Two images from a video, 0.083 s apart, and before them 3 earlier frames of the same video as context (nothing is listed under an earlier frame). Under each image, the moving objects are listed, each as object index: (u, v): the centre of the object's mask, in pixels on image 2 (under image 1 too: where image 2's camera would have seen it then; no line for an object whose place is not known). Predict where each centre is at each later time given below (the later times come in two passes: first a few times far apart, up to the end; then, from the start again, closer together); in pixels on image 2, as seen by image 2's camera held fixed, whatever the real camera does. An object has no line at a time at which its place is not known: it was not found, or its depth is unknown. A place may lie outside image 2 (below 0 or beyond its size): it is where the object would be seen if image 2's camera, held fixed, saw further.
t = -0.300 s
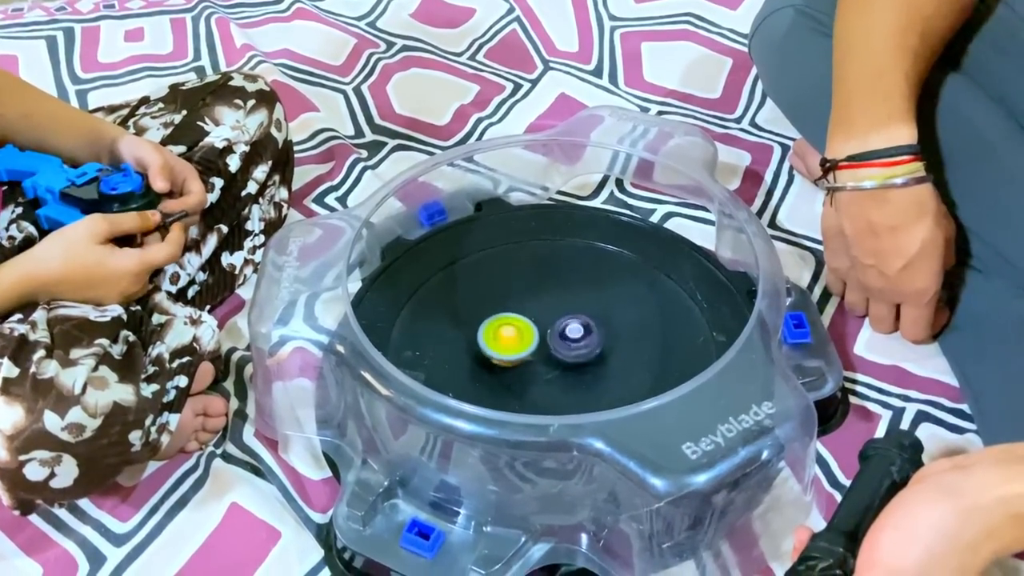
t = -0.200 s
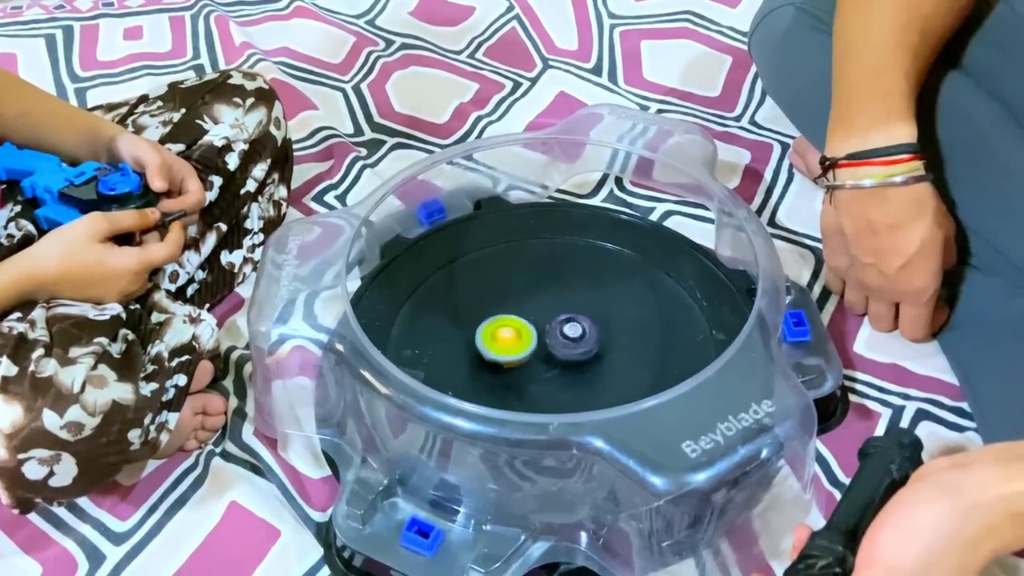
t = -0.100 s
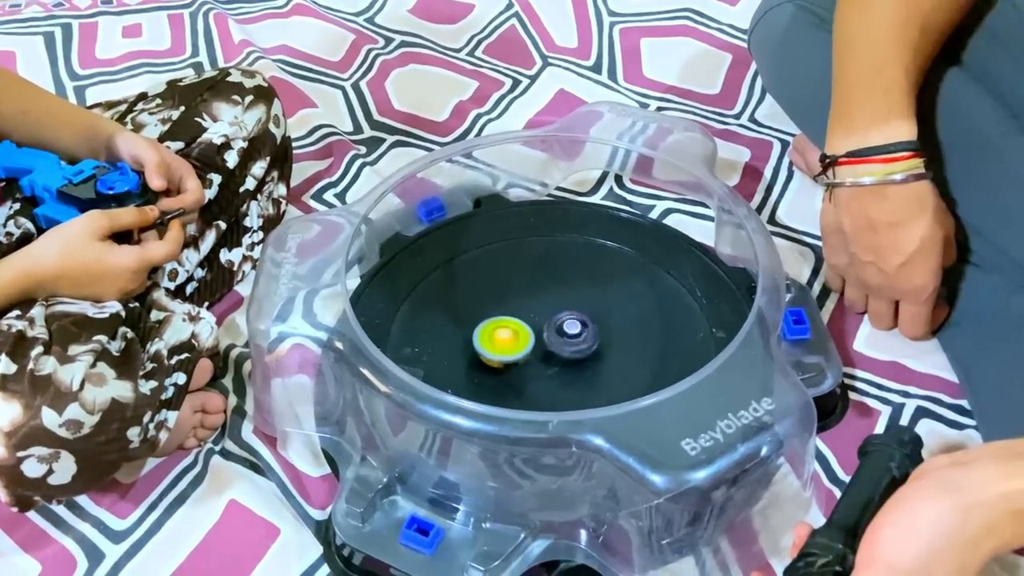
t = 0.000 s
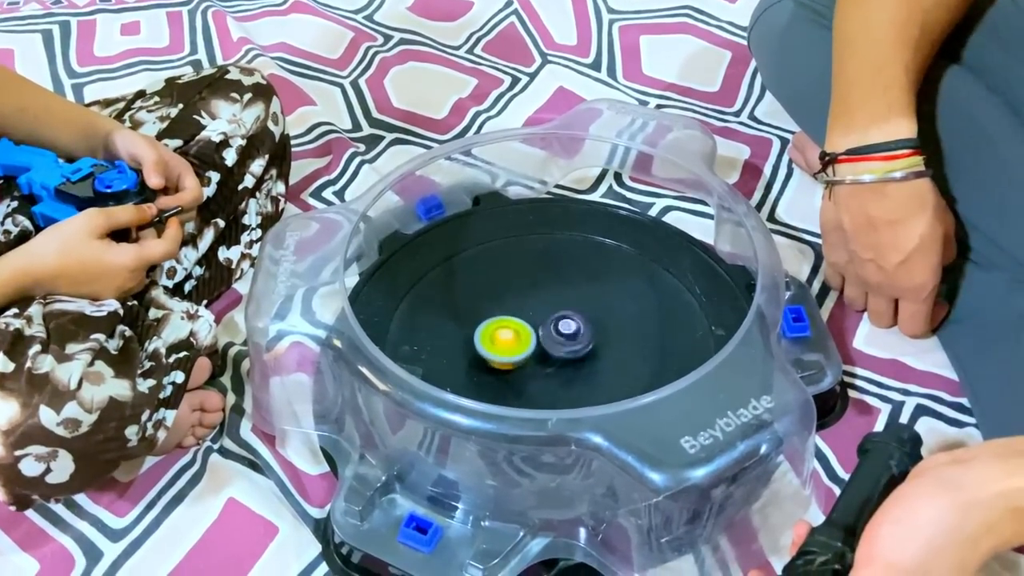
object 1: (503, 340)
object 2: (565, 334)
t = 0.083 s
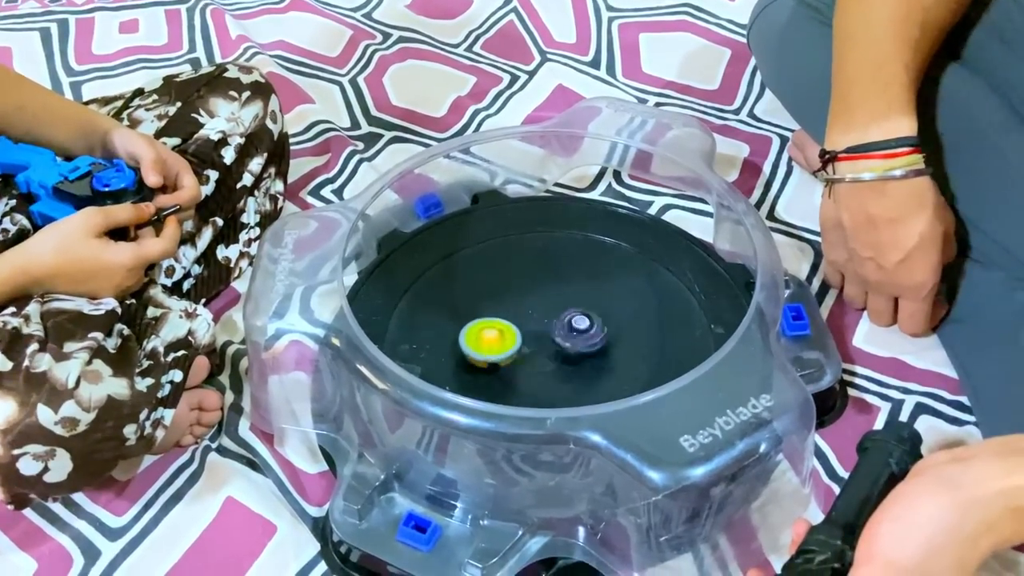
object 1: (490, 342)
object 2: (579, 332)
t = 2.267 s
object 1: (541, 377)
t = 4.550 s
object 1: (607, 360)
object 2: (542, 326)
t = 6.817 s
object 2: (549, 327)
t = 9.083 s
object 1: (595, 287)
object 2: (530, 323)
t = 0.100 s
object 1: (489, 341)
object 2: (580, 332)
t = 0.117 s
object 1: (489, 341)
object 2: (581, 331)
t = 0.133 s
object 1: (490, 342)
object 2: (580, 332)
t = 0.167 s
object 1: (491, 342)
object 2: (581, 333)
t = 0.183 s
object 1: (492, 343)
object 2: (582, 333)
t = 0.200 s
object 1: (492, 343)
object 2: (582, 334)
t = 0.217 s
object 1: (493, 343)
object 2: (583, 334)
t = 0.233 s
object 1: (493, 344)
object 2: (583, 335)
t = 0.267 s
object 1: (494, 344)
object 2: (583, 335)
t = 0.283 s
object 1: (495, 344)
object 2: (583, 336)
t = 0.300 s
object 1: (495, 344)
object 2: (583, 336)
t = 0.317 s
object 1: (497, 344)
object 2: (584, 336)
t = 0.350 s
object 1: (498, 344)
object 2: (584, 336)
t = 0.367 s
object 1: (499, 345)
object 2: (583, 337)
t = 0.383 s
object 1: (500, 345)
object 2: (583, 337)
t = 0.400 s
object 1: (501, 345)
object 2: (583, 337)
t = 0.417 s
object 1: (502, 345)
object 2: (583, 337)
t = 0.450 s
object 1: (504, 345)
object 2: (582, 338)
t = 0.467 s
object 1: (505, 345)
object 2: (582, 338)
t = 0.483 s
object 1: (506, 345)
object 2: (582, 338)
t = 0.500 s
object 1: (507, 345)
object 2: (582, 338)
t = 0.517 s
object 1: (508, 345)
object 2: (581, 338)
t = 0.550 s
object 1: (511, 346)
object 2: (581, 338)
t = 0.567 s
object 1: (512, 346)
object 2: (581, 339)
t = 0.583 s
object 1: (513, 346)
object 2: (580, 338)
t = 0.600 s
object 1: (514, 346)
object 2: (580, 338)
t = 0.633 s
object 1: (517, 347)
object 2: (579, 339)
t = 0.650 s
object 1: (518, 347)
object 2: (578, 339)
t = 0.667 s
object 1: (519, 347)
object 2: (579, 339)
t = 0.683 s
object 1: (521, 347)
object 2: (578, 339)
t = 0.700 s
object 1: (518, 348)
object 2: (579, 339)
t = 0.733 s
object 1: (514, 349)
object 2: (580, 339)
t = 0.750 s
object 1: (513, 349)
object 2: (581, 338)
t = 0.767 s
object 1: (511, 348)
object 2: (580, 338)
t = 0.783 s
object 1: (511, 348)
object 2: (579, 338)
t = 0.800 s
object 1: (511, 347)
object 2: (578, 338)
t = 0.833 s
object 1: (513, 347)
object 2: (577, 338)
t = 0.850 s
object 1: (513, 347)
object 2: (577, 338)
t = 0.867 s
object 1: (514, 348)
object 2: (576, 338)
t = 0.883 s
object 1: (515, 349)
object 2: (576, 338)
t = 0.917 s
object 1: (516, 349)
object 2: (574, 338)
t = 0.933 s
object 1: (516, 351)
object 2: (575, 338)
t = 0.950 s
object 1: (512, 353)
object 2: (575, 337)
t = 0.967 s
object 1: (511, 354)
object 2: (575, 337)
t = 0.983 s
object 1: (510, 356)
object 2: (575, 336)
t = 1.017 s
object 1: (509, 358)
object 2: (574, 336)
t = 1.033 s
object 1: (509, 359)
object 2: (573, 336)
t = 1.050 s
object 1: (509, 359)
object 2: (573, 336)
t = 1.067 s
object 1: (510, 359)
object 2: (573, 336)
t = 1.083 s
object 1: (510, 359)
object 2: (572, 335)
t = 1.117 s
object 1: (511, 360)
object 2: (571, 336)
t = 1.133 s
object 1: (512, 360)
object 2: (570, 336)
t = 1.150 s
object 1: (512, 361)
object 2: (569, 337)
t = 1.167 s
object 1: (513, 361)
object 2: (568, 337)
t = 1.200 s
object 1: (514, 361)
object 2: (567, 337)
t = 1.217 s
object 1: (515, 361)
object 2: (566, 337)
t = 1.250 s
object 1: (515, 362)
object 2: (566, 337)
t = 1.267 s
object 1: (515, 361)
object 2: (565, 338)
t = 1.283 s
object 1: (514, 363)
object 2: (566, 336)
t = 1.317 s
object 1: (508, 366)
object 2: (571, 332)
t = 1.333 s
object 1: (507, 367)
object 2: (573, 330)
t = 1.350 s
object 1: (506, 367)
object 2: (573, 329)
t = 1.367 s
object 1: (507, 366)
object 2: (573, 329)
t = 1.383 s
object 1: (507, 367)
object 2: (573, 328)
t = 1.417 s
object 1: (509, 366)
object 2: (573, 329)
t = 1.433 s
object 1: (509, 367)
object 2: (573, 329)
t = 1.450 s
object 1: (509, 367)
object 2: (572, 329)
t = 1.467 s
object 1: (510, 366)
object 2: (573, 329)
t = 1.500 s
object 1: (511, 366)
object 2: (572, 329)
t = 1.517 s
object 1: (511, 366)
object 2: (572, 330)
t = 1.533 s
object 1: (512, 366)
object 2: (572, 329)
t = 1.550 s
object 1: (513, 365)
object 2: (572, 330)
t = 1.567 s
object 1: (514, 365)
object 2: (572, 330)
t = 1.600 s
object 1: (516, 365)
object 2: (571, 330)
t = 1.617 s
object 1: (517, 364)
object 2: (571, 330)
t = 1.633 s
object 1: (518, 365)
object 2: (570, 330)
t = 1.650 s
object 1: (519, 364)
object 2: (570, 330)
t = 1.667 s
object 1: (520, 364)
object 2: (570, 330)
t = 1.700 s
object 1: (523, 363)
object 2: (570, 331)
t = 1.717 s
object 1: (524, 363)
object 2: (570, 330)
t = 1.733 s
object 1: (525, 363)
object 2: (570, 331)
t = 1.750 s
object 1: (527, 363)
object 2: (570, 331)
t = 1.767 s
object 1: (528, 363)
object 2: (569, 331)
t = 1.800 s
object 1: (530, 363)
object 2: (570, 330)
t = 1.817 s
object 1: (531, 363)
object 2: (570, 330)
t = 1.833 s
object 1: (533, 363)
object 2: (570, 330)
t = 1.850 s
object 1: (533, 363)
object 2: (570, 330)
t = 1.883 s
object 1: (534, 364)
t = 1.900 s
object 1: (535, 364)
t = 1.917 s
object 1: (535, 365)
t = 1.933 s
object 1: (536, 366)
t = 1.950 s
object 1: (537, 367)
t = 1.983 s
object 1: (538, 368)
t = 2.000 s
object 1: (539, 369)
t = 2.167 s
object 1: (542, 374)
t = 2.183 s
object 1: (541, 375)
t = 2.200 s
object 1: (541, 376)
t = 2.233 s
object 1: (541, 377)
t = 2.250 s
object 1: (541, 377)
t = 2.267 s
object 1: (541, 377)
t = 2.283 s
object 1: (541, 378)
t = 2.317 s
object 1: (541, 378)
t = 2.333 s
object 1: (541, 378)
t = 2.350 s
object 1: (541, 378)
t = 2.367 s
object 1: (542, 378)
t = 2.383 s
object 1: (542, 378)
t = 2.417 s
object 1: (542, 378)
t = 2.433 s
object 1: (542, 378)
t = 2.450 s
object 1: (542, 378)
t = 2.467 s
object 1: (542, 378)
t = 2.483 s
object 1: (542, 378)
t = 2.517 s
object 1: (543, 377)
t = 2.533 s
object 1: (543, 377)
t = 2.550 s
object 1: (543, 376)
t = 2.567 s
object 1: (543, 375)
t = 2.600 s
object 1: (544, 374)
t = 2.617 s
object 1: (545, 374)
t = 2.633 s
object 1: (546, 373)
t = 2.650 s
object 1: (546, 373)
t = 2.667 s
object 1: (547, 372)
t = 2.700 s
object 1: (548, 374)
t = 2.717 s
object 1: (548, 374)
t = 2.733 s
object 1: (548, 374)
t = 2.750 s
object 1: (548, 373)
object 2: (561, 327)
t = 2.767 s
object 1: (549, 372)
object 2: (561, 327)
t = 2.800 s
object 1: (551, 372)
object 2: (561, 327)
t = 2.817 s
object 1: (552, 371)
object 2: (561, 326)
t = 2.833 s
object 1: (553, 371)
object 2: (561, 326)
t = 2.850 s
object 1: (554, 371)
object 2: (561, 326)
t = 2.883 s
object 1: (556, 370)
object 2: (560, 326)
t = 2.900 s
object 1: (557, 370)
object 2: (560, 326)
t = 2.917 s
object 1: (558, 369)
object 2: (560, 326)
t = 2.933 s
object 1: (560, 369)
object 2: (560, 325)
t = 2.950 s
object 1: (561, 370)
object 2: (559, 325)
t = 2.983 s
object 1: (562, 371)
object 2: (558, 326)
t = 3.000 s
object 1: (563, 371)
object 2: (558, 326)
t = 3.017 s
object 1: (563, 371)
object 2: (558, 326)
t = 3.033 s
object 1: (565, 370)
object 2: (558, 326)
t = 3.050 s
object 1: (566, 370)
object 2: (558, 326)
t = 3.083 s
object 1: (567, 370)
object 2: (557, 326)
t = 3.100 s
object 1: (568, 370)
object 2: (557, 326)
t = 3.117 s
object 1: (569, 370)
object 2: (557, 326)
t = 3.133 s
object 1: (570, 370)
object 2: (557, 326)
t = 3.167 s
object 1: (571, 372)
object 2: (557, 327)
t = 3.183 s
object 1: (572, 372)
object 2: (557, 327)
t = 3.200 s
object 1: (572, 372)
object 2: (557, 327)
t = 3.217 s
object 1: (573, 372)
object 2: (557, 327)
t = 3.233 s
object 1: (574, 372)
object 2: (557, 327)
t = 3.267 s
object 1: (575, 372)
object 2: (556, 328)
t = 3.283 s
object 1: (575, 372)
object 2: (556, 327)
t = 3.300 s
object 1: (575, 372)
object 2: (556, 327)
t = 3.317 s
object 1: (576, 372)
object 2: (556, 328)
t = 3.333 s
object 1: (576, 372)
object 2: (556, 328)
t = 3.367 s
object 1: (576, 372)
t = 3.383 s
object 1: (576, 372)
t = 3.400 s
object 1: (577, 372)
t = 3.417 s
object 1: (577, 372)
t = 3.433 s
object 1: (577, 372)
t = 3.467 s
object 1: (578, 372)
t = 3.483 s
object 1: (579, 372)
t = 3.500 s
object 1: (579, 371)
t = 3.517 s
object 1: (579, 371)
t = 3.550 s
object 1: (579, 371)
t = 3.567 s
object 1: (580, 371)
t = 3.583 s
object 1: (581, 372)
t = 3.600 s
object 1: (580, 373)
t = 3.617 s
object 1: (580, 373)
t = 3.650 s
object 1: (579, 372)
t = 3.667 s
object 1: (580, 371)
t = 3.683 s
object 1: (580, 371)
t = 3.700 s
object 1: (580, 371)
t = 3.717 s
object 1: (580, 371)
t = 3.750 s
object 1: (580, 370)
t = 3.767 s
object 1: (581, 369)
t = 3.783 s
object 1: (582, 369)
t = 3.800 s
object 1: (582, 369)
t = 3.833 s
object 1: (582, 367)
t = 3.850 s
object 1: (582, 366)
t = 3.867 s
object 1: (583, 366)
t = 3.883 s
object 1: (583, 366)
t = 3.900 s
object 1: (583, 365)
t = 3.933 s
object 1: (584, 364)
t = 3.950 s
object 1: (585, 364)
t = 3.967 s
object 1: (585, 363)
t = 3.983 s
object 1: (586, 363)
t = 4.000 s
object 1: (586, 363)
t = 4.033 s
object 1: (588, 362)
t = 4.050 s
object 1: (588, 362)
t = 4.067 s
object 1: (589, 361)
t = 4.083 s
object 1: (590, 361)
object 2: (549, 328)
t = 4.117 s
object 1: (592, 361)
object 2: (548, 329)
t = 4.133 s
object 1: (593, 361)
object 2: (548, 329)
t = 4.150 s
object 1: (593, 361)
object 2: (548, 329)
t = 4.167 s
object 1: (593, 360)
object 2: (548, 329)
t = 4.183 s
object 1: (594, 360)
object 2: (548, 330)
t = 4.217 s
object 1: (595, 359)
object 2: (549, 329)
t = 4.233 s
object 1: (595, 358)
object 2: (549, 330)
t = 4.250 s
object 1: (596, 358)
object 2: (549, 330)
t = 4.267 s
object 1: (596, 359)
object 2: (549, 330)
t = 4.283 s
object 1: (597, 358)
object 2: (549, 330)
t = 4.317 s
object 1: (598, 358)
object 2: (549, 330)
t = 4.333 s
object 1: (598, 358)
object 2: (549, 330)
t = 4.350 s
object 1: (598, 358)
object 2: (549, 330)
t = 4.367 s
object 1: (599, 357)
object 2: (549, 330)
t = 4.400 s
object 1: (600, 358)
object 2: (549, 331)
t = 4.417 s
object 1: (604, 359)
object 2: (547, 330)
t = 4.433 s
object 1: (606, 360)
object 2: (544, 328)
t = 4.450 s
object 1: (606, 361)
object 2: (543, 328)
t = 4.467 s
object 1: (606, 361)
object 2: (543, 327)
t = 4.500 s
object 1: (606, 361)
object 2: (542, 327)
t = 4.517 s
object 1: (606, 361)
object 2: (542, 326)
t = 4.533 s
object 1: (606, 361)
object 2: (542, 326)
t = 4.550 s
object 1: (607, 360)
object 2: (542, 326)
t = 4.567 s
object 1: (607, 360)
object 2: (541, 325)
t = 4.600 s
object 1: (607, 360)
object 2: (540, 325)
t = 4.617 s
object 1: (607, 359)
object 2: (539, 326)
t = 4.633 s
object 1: (607, 359)
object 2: (540, 325)
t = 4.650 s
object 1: (607, 360)
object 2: (539, 326)
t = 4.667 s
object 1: (606, 359)
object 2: (540, 325)
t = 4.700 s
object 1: (606, 359)
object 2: (539, 324)
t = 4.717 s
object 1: (605, 359)
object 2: (539, 325)
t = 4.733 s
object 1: (605, 359)
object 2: (539, 325)
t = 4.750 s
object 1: (605, 359)
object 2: (539, 324)
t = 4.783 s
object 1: (605, 357)
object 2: (539, 324)
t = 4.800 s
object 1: (604, 357)
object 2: (540, 324)
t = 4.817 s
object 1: (604, 357)
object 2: (540, 324)
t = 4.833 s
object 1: (603, 356)
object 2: (539, 324)
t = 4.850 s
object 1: (603, 356)
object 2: (539, 324)
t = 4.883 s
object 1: (602, 354)
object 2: (539, 325)
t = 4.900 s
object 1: (601, 354)
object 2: (539, 325)
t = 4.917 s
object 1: (601, 354)
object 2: (539, 325)
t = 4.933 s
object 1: (601, 353)
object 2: (540, 325)
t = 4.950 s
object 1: (601, 352)
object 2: (541, 326)
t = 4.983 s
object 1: (601, 351)
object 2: (542, 326)
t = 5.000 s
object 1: (600, 350)
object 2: (542, 326)
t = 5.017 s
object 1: (600, 349)
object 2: (543, 326)
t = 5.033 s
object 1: (600, 348)
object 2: (543, 327)
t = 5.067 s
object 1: (600, 346)
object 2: (544, 327)
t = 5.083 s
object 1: (599, 346)
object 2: (544, 328)
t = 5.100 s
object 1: (599, 345)
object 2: (544, 327)
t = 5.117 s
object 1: (599, 344)
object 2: (545, 328)
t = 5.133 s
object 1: (599, 344)
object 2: (545, 328)
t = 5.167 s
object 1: (600, 342)
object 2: (546, 328)
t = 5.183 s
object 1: (600, 341)
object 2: (546, 328)
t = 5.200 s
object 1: (601, 340)
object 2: (546, 329)
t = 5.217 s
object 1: (601, 340)
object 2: (547, 329)
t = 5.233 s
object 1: (602, 340)
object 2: (547, 329)
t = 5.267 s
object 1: (605, 341)
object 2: (547, 329)
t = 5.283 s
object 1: (606, 341)
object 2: (548, 329)
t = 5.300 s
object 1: (606, 341)
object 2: (547, 329)
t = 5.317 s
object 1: (605, 341)
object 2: (547, 329)
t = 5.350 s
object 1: (610, 341)
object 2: (545, 327)
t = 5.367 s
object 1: (611, 341)
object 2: (544, 327)
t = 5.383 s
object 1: (612, 341)
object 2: (544, 327)
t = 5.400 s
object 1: (612, 341)
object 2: (544, 327)
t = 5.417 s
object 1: (612, 341)
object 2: (544, 327)
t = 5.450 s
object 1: (613, 340)
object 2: (544, 326)
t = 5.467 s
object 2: (544, 326)
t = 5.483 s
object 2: (544, 326)
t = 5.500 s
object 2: (543, 326)
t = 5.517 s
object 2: (543, 325)
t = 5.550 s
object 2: (543, 326)
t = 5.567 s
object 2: (543, 326)
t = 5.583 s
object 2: (543, 326)
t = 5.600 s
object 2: (543, 326)
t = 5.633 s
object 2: (543, 326)
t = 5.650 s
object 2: (543, 326)
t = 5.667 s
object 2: (544, 326)
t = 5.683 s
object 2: (543, 327)
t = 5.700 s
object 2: (544, 326)
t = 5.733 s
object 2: (543, 327)
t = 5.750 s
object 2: (544, 326)
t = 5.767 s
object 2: (545, 326)
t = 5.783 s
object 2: (545, 326)
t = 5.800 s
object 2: (545, 326)
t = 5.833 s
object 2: (545, 327)
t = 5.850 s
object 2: (545, 326)
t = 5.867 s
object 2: (546, 327)
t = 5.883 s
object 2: (546, 327)
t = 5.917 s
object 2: (542, 327)
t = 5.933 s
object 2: (539, 325)
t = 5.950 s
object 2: (536, 325)
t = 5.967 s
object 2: (535, 325)
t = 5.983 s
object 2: (534, 325)
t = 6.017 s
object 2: (534, 324)
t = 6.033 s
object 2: (534, 324)
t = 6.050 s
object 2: (534, 324)
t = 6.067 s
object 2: (534, 324)
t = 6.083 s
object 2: (533, 323)
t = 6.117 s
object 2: (533, 323)
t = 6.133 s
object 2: (533, 323)
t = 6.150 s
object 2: (533, 323)
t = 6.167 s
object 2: (533, 323)
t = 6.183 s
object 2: (534, 323)
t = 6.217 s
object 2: (533, 324)
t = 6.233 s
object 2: (533, 323)
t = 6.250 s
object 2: (533, 323)
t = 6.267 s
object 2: (534, 324)
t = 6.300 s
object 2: (535, 324)
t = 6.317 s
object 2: (535, 325)
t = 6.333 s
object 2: (535, 325)
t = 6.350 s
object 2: (535, 325)
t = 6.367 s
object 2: (536, 326)
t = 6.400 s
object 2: (538, 326)
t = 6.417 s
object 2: (539, 326)
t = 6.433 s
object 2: (539, 326)
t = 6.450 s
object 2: (539, 327)
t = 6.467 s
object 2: (540, 327)
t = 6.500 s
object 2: (542, 327)
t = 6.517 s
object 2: (543, 327)
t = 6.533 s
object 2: (544, 327)
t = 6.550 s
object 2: (544, 327)
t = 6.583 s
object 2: (546, 327)
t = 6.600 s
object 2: (546, 328)
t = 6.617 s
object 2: (547, 328)
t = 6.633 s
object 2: (549, 328)
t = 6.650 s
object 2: (550, 328)
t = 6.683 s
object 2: (550, 328)
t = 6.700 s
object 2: (551, 328)
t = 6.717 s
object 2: (551, 328)
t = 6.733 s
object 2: (549, 328)
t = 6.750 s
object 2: (548, 328)
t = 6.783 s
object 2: (548, 328)
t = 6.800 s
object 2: (548, 328)
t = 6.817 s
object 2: (549, 327)
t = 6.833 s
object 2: (549, 327)
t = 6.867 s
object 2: (549, 327)
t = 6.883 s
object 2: (550, 326)
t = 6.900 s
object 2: (549, 326)
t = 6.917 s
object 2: (548, 326)
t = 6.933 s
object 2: (549, 325)
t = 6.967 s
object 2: (547, 325)
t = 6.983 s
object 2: (547, 325)
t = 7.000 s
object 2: (547, 325)
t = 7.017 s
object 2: (546, 325)
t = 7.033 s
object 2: (545, 325)
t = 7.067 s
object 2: (546, 324)
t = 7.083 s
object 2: (545, 325)
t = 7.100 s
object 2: (545, 325)
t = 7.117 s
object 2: (545, 325)
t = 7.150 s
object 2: (544, 325)
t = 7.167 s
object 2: (544, 325)
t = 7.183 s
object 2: (543, 325)
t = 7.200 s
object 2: (543, 325)
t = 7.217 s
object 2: (544, 326)
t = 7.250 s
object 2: (543, 325)
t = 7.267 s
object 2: (543, 326)
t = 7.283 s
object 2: (543, 326)
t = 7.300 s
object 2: (543, 326)
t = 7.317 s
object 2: (543, 326)
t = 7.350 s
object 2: (543, 326)
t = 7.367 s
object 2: (542, 327)
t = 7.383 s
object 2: (542, 327)
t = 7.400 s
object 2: (542, 328)
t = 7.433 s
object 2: (542, 328)
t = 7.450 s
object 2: (541, 329)
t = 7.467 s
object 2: (541, 329)
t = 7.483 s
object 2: (540, 330)
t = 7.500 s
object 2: (540, 330)
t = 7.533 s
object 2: (541, 330)
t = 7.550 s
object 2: (540, 331)
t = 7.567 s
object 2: (541, 331)
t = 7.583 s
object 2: (542, 331)
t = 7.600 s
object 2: (542, 331)
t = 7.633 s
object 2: (542, 332)
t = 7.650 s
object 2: (542, 332)
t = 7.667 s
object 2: (542, 332)
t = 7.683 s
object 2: (542, 332)
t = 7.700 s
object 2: (543, 332)
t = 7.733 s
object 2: (540, 334)
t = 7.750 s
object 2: (538, 334)
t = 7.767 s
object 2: (538, 334)
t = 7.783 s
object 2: (538, 334)
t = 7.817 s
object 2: (538, 334)
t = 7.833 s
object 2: (539, 334)
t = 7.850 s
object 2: (538, 334)
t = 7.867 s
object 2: (538, 334)
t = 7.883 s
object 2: (538, 334)
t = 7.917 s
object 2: (539, 334)
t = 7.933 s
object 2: (540, 334)
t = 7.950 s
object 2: (540, 334)
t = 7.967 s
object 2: (540, 334)
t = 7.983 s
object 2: (540, 335)
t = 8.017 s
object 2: (541, 334)
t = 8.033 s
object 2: (542, 334)
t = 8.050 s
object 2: (542, 334)
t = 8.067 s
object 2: (544, 334)
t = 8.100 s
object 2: (543, 335)
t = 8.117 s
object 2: (539, 336)
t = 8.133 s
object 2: (533, 339)
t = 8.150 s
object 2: (527, 342)
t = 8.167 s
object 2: (525, 345)
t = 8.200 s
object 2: (521, 348)
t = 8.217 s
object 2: (520, 349)
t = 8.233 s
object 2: (520, 349)
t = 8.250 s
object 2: (521, 349)
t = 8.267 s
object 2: (520, 348)
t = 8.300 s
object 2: (519, 347)
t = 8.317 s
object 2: (520, 348)
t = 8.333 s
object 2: (519, 347)
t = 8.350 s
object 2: (519, 346)
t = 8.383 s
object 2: (519, 346)
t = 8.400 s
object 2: (519, 345)
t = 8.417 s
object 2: (519, 345)
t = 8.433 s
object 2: (519, 345)
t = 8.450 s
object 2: (520, 344)
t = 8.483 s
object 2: (520, 343)
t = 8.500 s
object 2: (520, 343)
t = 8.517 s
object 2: (522, 342)
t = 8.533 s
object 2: (522, 341)
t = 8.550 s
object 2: (522, 341)
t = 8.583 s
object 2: (523, 340)
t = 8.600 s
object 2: (523, 339)
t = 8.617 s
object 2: (523, 339)
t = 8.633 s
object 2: (524, 338)
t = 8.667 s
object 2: (524, 337)
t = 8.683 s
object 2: (525, 335)
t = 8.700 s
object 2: (528, 333)
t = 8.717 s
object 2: (528, 332)
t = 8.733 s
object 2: (528, 332)
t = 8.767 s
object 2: (529, 331)
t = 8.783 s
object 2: (529, 331)
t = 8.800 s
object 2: (529, 330)
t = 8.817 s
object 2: (530, 330)
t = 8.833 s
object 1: (606, 289)
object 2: (531, 329)
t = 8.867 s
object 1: (606, 290)
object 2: (530, 328)
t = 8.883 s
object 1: (605, 290)
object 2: (530, 328)
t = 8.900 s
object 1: (604, 290)
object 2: (530, 328)
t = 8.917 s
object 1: (604, 289)
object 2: (530, 328)
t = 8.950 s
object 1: (602, 290)
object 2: (530, 327)
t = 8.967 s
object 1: (601, 289)
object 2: (531, 326)
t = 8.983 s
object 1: (600, 289)
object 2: (530, 326)
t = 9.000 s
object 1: (599, 289)
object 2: (531, 325)
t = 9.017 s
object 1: (598, 289)
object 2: (530, 325)
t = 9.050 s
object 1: (597, 288)
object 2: (530, 324)
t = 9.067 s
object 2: (530, 323)
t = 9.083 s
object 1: (595, 287)
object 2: (530, 323)
